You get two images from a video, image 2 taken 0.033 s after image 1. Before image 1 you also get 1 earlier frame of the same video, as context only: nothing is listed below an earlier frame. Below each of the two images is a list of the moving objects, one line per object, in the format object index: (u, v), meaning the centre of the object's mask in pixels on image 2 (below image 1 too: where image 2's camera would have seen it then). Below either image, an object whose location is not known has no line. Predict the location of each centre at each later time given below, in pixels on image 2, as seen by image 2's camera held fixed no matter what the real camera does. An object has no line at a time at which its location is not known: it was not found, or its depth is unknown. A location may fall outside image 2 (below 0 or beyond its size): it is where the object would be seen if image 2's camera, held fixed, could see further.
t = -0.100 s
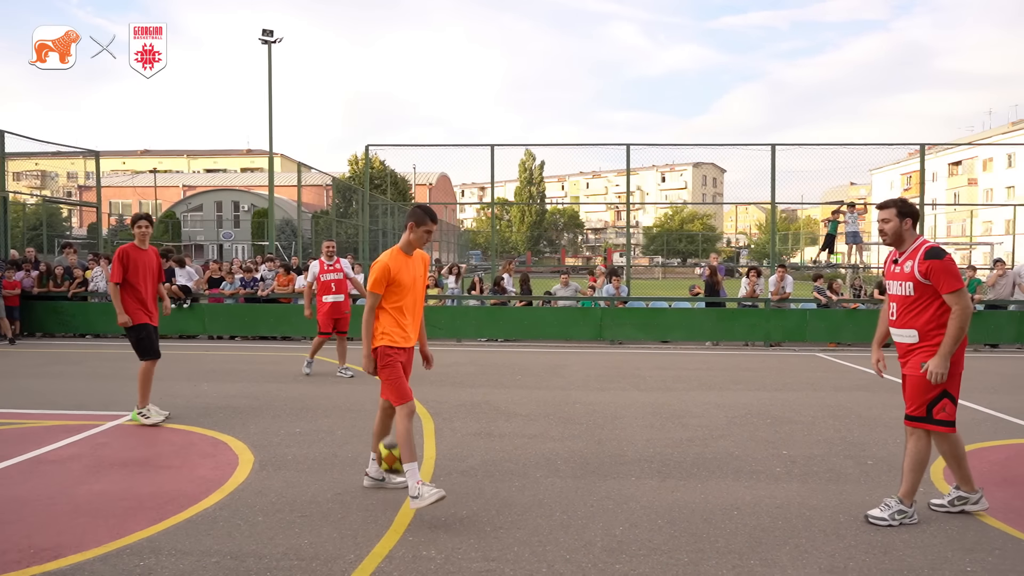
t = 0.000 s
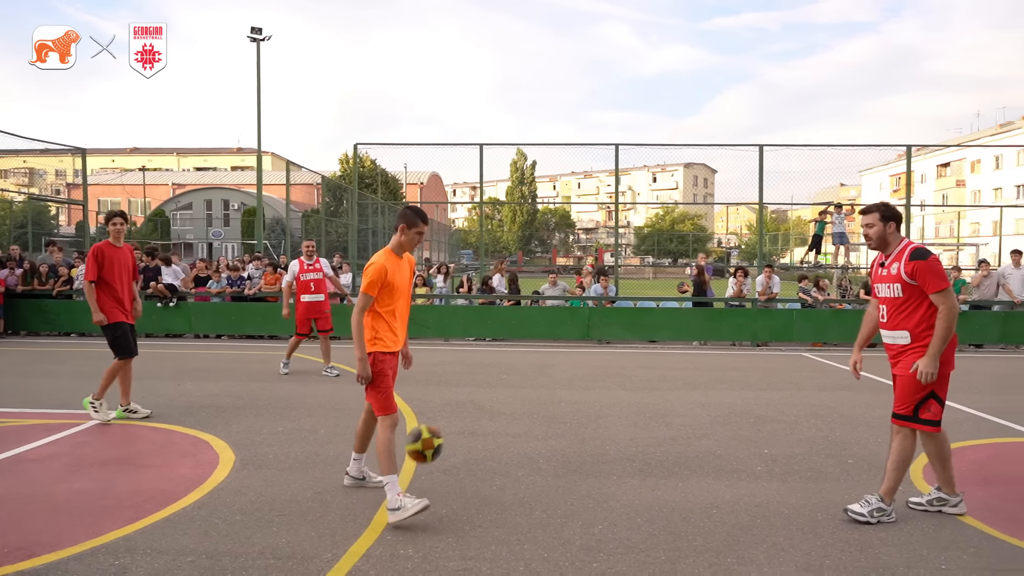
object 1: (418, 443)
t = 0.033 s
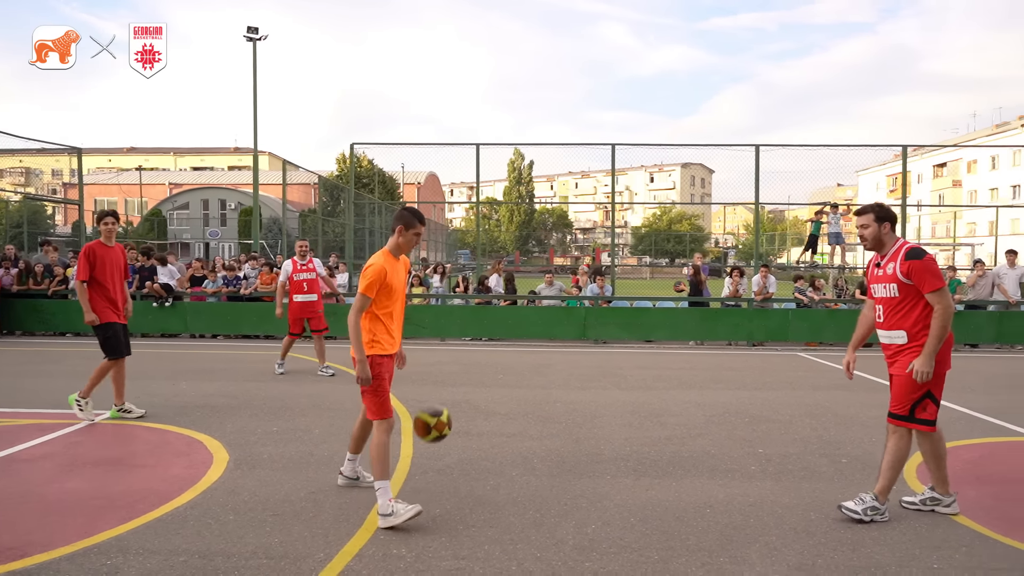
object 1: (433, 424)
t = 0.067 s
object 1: (447, 405)
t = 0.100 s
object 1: (462, 388)
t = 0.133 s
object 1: (477, 373)
